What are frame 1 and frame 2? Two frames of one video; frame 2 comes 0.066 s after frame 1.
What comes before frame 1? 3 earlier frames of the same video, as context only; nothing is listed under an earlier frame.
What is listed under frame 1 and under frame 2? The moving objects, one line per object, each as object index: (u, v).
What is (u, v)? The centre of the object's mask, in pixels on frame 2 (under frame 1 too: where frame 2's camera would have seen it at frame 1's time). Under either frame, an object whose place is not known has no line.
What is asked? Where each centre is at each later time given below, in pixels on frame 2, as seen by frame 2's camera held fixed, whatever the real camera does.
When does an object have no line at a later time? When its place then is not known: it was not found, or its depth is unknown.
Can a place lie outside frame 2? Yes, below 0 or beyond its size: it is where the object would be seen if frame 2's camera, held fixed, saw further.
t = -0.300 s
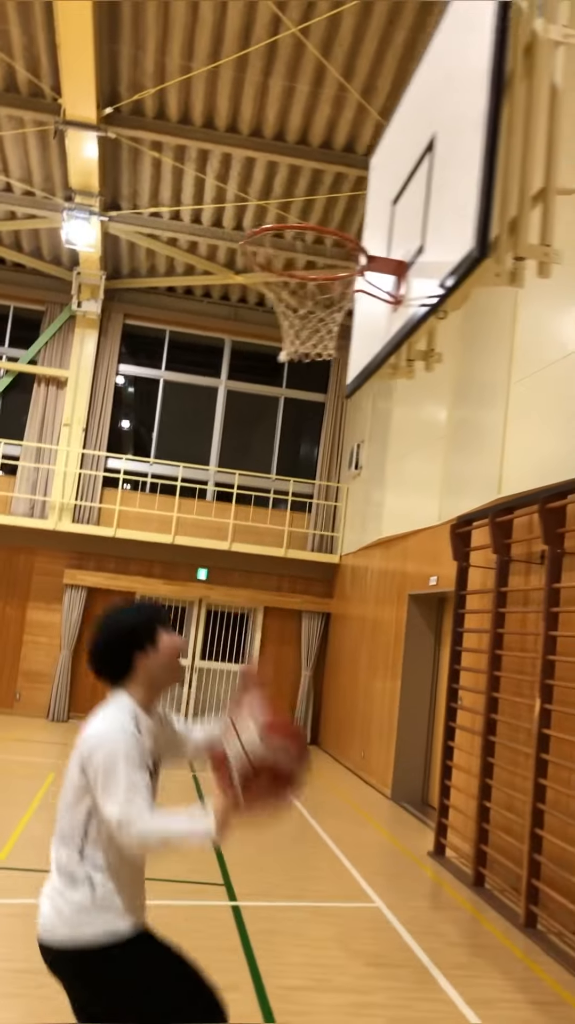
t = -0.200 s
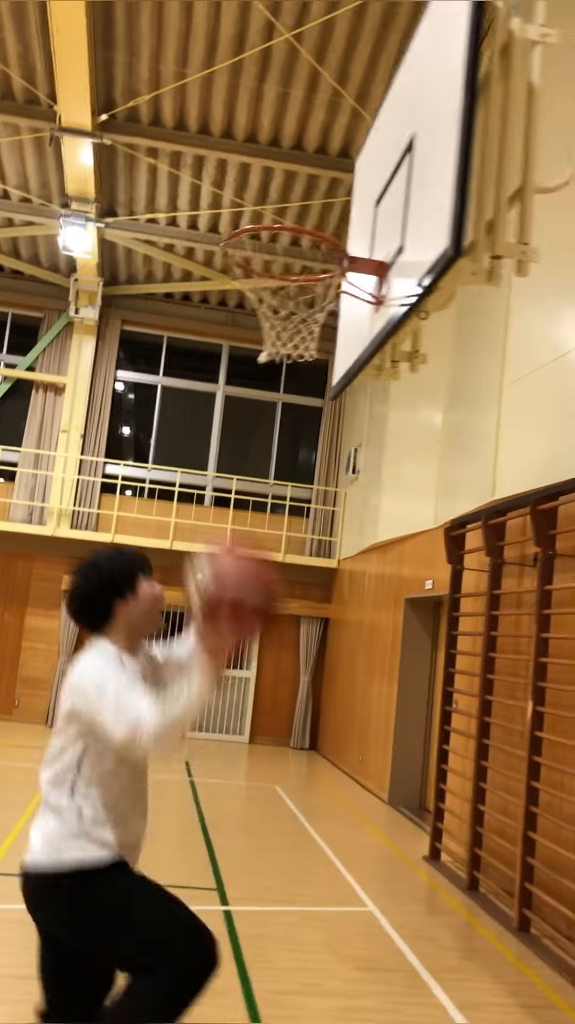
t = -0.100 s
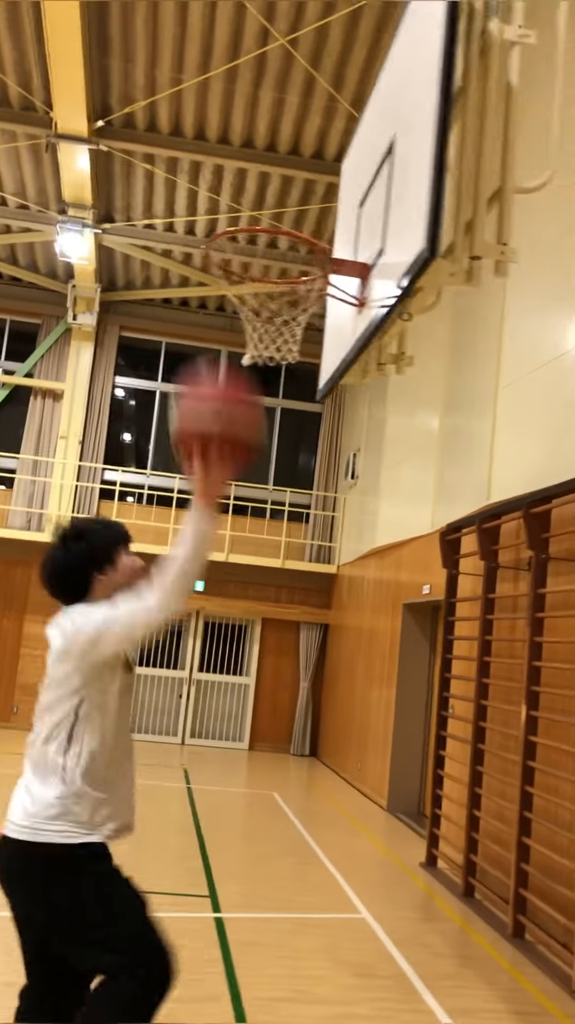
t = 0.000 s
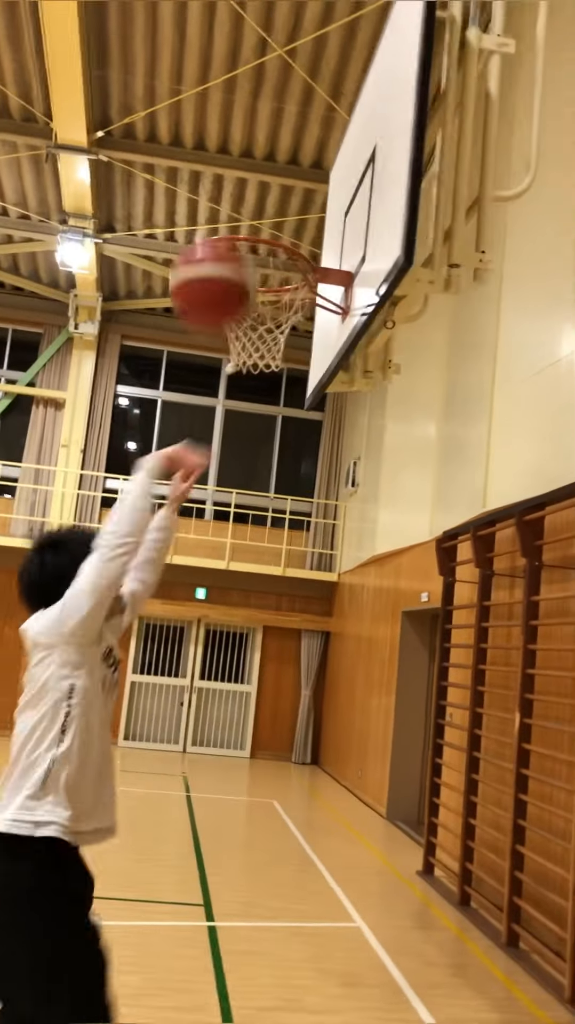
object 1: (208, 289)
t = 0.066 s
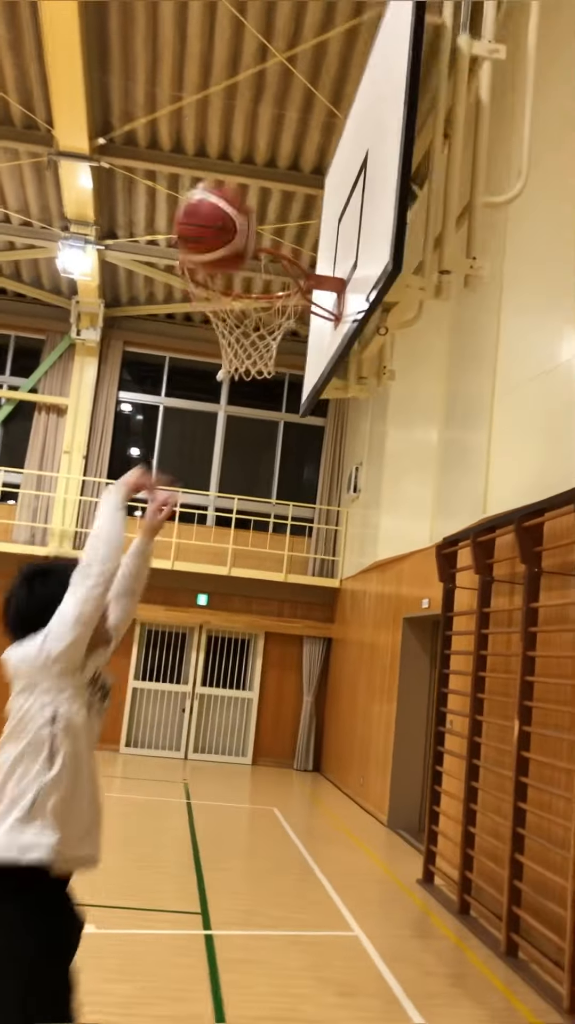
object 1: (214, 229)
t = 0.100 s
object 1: (216, 202)
